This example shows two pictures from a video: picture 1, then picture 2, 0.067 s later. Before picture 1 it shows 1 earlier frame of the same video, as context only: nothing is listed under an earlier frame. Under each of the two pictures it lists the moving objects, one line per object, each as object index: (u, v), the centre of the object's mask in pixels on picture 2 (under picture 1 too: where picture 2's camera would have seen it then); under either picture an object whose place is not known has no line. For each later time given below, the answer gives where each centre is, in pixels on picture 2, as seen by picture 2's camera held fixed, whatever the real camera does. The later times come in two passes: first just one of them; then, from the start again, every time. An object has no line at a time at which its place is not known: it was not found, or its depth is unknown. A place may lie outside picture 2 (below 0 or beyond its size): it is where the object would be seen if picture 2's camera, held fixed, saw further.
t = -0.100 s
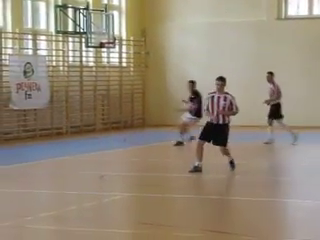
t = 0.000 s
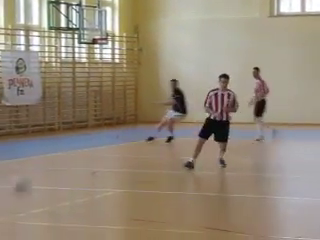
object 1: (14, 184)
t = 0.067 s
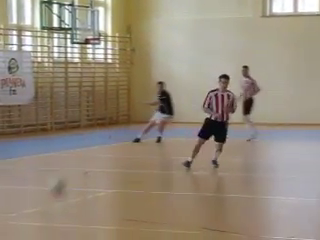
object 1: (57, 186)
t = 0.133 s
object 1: (99, 183)
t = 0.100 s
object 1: (79, 184)
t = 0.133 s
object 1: (99, 183)
